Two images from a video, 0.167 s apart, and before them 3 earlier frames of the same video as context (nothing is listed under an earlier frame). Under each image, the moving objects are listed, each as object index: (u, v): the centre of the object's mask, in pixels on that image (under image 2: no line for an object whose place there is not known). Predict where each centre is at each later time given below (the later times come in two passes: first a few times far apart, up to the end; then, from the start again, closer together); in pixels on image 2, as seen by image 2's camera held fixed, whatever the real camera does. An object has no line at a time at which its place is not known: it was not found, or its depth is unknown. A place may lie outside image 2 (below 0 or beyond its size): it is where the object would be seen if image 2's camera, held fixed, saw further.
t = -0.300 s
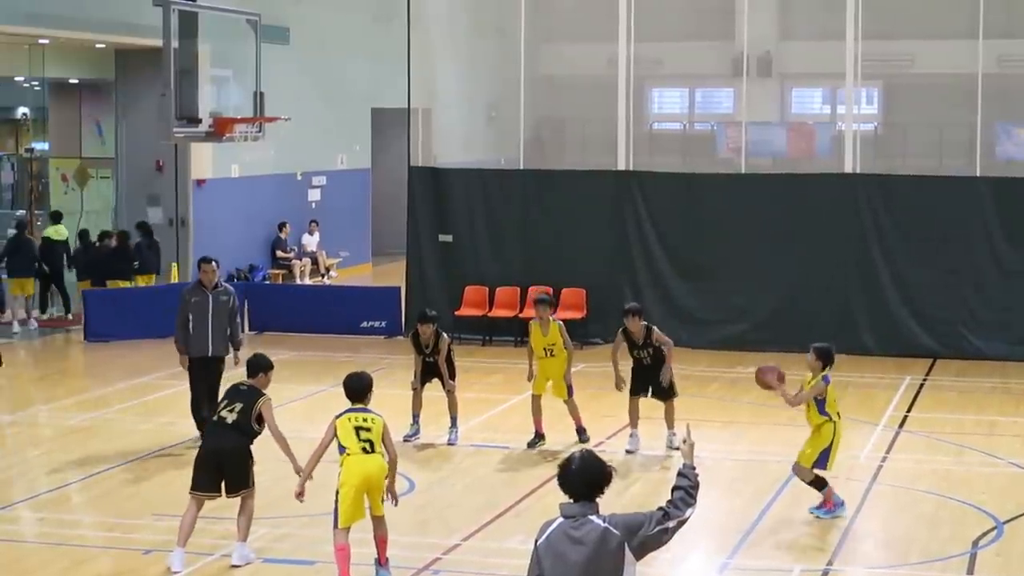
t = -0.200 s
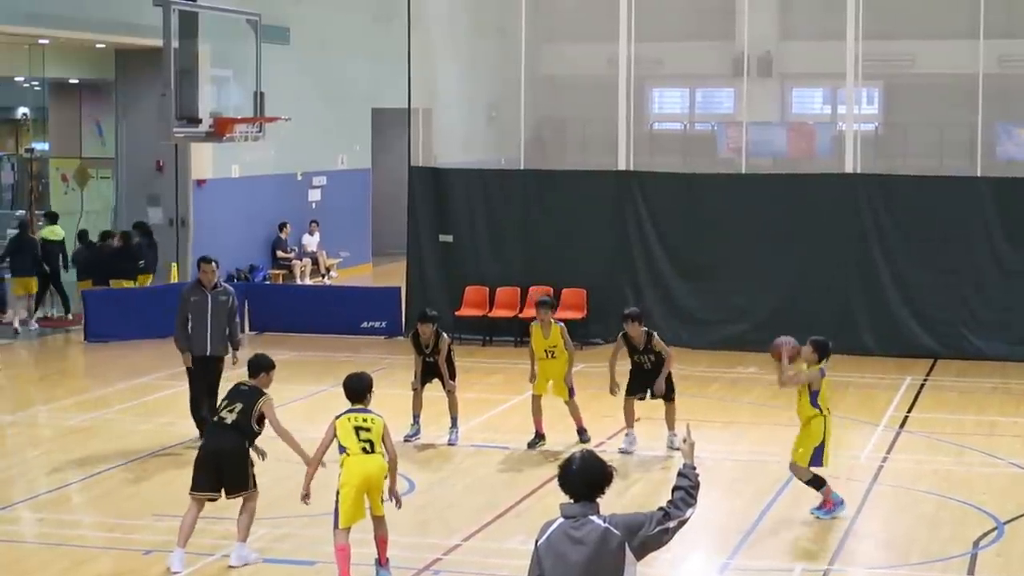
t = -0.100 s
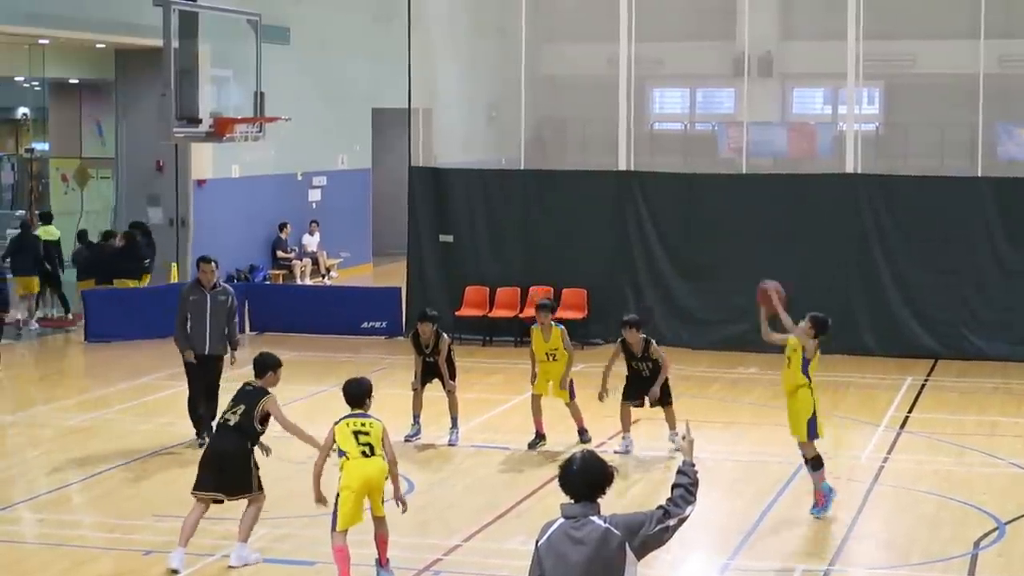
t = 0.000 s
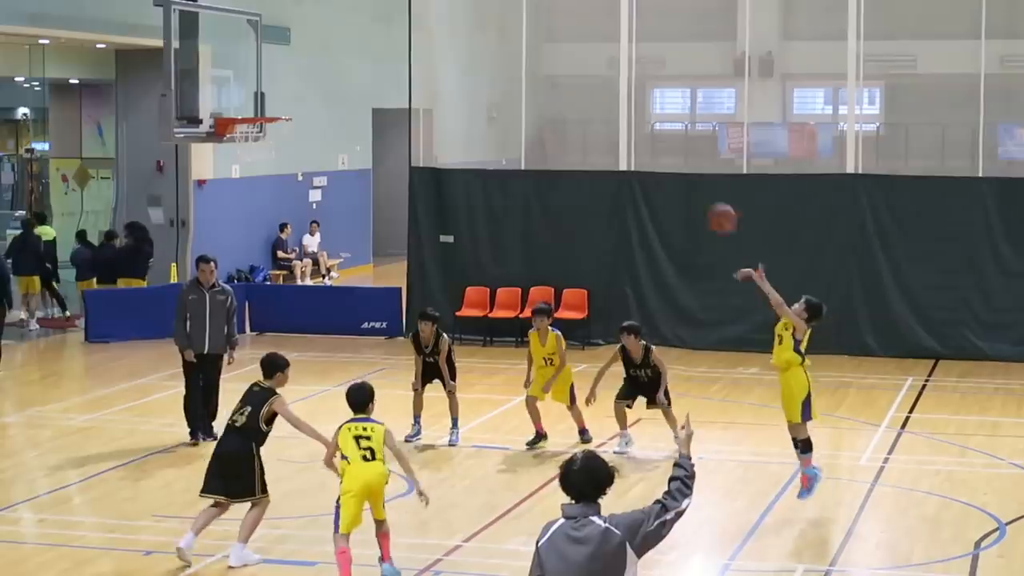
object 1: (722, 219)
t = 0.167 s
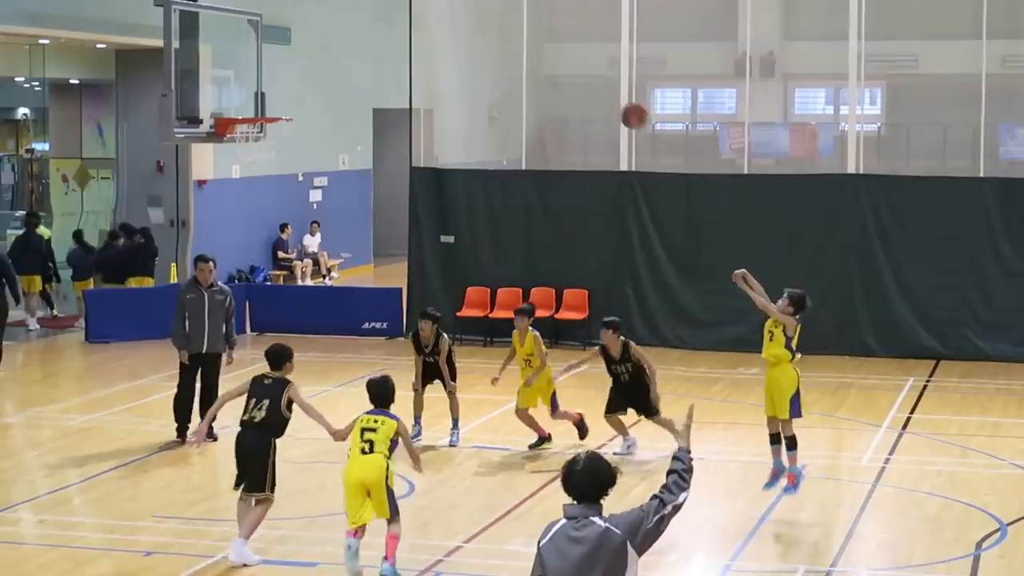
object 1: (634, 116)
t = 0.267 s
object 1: (581, 71)
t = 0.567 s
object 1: (428, 12)
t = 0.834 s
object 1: (298, 50)
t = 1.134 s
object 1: (248, 84)
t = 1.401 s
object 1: (315, 105)
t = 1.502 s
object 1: (342, 136)
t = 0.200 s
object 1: (616, 99)
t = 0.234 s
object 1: (599, 85)
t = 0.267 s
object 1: (581, 71)
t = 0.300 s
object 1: (564, 59)
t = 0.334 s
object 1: (547, 48)
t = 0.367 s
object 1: (529, 38)
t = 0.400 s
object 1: (512, 30)
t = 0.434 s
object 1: (496, 24)
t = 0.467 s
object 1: (479, 18)
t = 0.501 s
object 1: (462, 14)
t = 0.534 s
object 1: (445, 12)
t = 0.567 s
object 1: (428, 12)
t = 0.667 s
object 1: (379, 16)
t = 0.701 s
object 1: (363, 20)
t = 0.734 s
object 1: (346, 26)
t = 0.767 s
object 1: (331, 33)
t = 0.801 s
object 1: (315, 41)
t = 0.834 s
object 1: (298, 50)
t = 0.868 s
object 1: (283, 61)
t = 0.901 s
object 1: (268, 73)
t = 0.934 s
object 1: (252, 86)
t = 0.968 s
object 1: (237, 100)
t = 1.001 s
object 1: (224, 105)
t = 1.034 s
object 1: (223, 98)
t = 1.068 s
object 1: (231, 92)
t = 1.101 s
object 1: (240, 88)
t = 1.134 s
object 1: (248, 84)
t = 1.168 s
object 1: (256, 82)
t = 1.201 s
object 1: (264, 81)
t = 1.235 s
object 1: (273, 81)
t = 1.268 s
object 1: (281, 83)
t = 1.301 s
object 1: (289, 87)
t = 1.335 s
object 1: (298, 91)
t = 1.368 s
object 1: (307, 98)
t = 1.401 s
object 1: (315, 105)
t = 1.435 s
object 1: (325, 114)
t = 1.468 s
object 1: (333, 125)
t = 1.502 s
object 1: (342, 136)
